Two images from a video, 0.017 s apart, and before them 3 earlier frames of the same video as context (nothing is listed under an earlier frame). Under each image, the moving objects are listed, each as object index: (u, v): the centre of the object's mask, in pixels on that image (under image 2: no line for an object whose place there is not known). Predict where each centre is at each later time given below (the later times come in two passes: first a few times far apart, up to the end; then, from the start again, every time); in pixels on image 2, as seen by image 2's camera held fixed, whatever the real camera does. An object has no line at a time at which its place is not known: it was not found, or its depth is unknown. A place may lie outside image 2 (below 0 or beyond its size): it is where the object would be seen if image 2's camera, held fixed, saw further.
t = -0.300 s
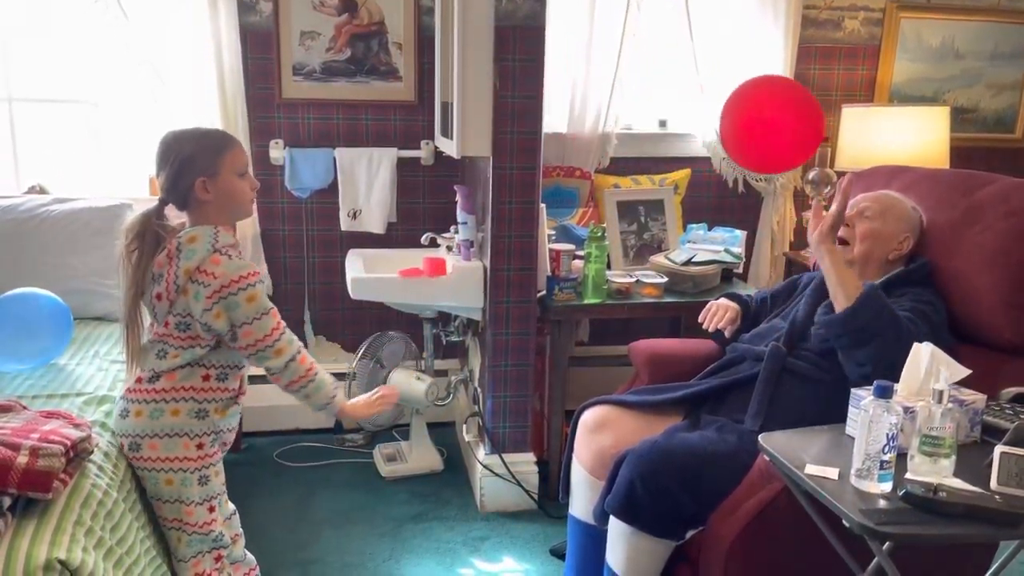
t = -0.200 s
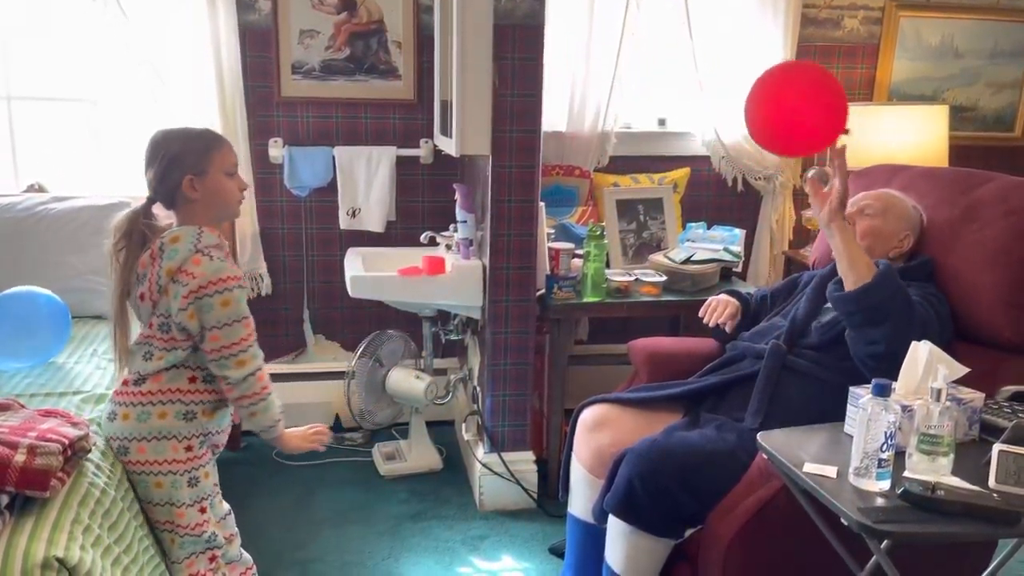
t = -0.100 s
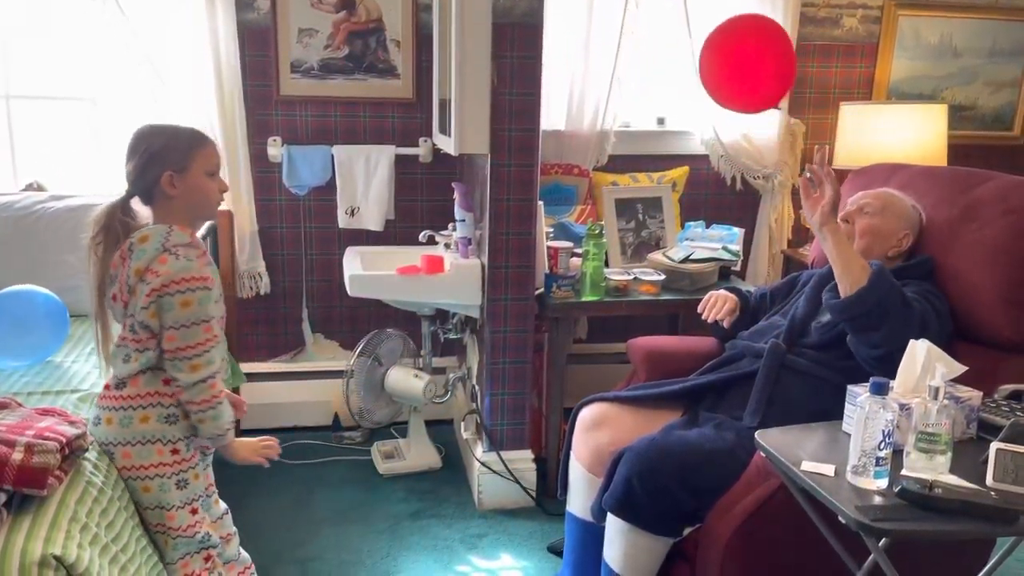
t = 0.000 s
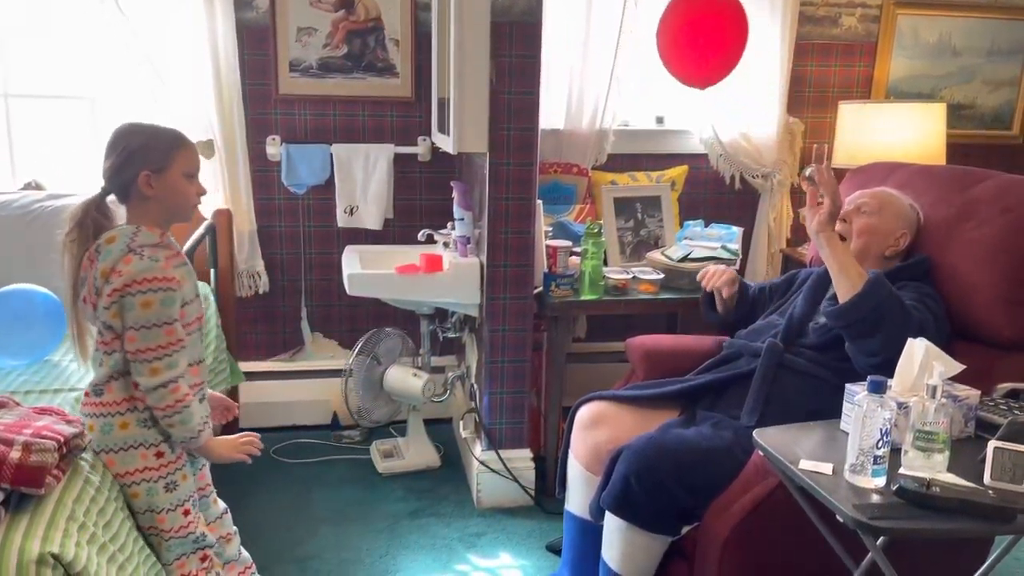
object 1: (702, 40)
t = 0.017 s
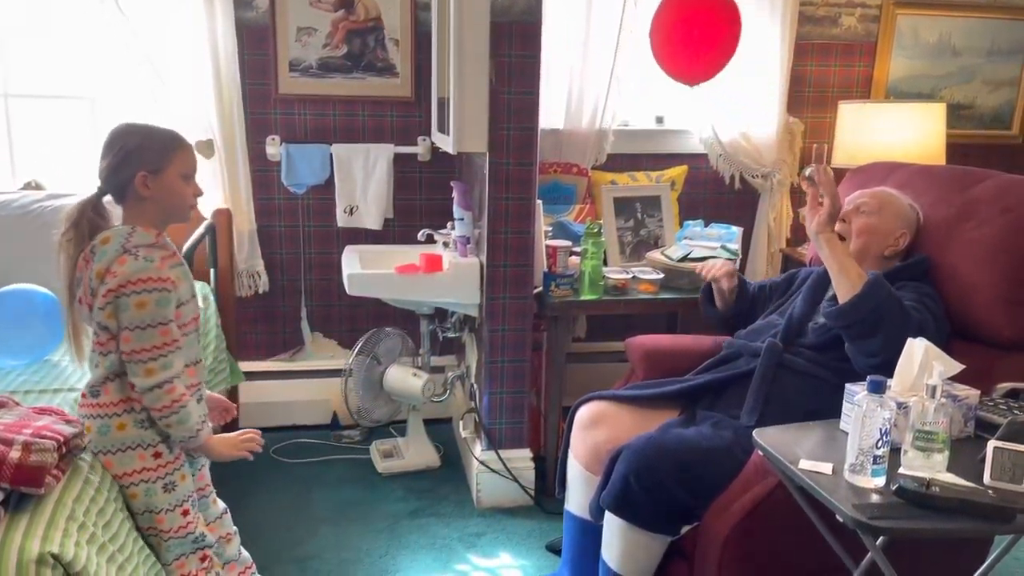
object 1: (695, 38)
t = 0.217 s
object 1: (619, 29)
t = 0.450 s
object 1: (547, 44)
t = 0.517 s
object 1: (531, 58)
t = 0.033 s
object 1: (688, 36)
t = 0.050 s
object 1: (681, 35)
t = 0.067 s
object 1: (674, 34)
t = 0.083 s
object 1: (668, 32)
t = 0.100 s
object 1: (661, 32)
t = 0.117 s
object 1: (655, 31)
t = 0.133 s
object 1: (649, 30)
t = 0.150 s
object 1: (642, 30)
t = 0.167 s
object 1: (637, 29)
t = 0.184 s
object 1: (630, 29)
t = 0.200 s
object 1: (625, 29)
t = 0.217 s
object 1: (619, 29)
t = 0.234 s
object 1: (613, 30)
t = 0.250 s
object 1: (607, 30)
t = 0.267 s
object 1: (602, 30)
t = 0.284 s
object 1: (597, 31)
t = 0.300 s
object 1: (591, 31)
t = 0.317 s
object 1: (586, 32)
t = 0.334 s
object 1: (581, 33)
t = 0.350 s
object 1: (575, 34)
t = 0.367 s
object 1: (571, 35)
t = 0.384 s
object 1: (566, 37)
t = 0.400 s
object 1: (561, 38)
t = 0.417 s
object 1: (556, 40)
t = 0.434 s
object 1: (552, 42)
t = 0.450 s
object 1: (547, 44)
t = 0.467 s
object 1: (543, 47)
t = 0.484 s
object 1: (539, 50)
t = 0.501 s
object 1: (535, 54)
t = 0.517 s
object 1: (531, 58)
